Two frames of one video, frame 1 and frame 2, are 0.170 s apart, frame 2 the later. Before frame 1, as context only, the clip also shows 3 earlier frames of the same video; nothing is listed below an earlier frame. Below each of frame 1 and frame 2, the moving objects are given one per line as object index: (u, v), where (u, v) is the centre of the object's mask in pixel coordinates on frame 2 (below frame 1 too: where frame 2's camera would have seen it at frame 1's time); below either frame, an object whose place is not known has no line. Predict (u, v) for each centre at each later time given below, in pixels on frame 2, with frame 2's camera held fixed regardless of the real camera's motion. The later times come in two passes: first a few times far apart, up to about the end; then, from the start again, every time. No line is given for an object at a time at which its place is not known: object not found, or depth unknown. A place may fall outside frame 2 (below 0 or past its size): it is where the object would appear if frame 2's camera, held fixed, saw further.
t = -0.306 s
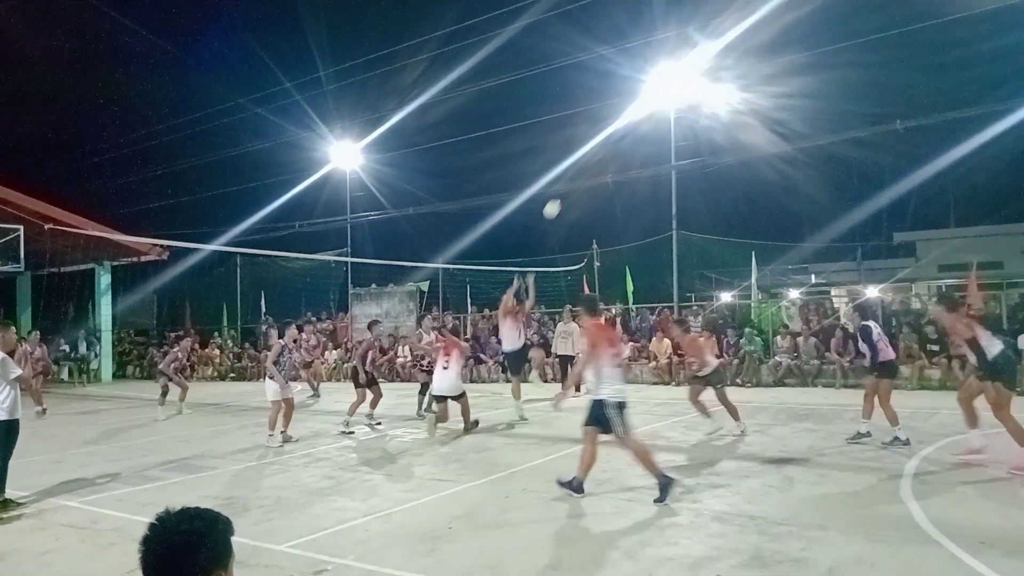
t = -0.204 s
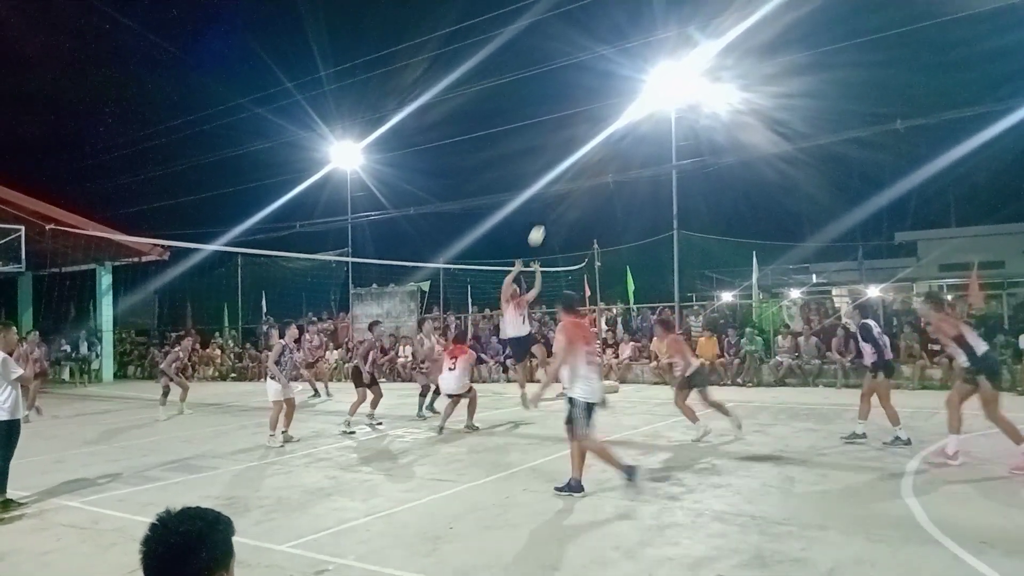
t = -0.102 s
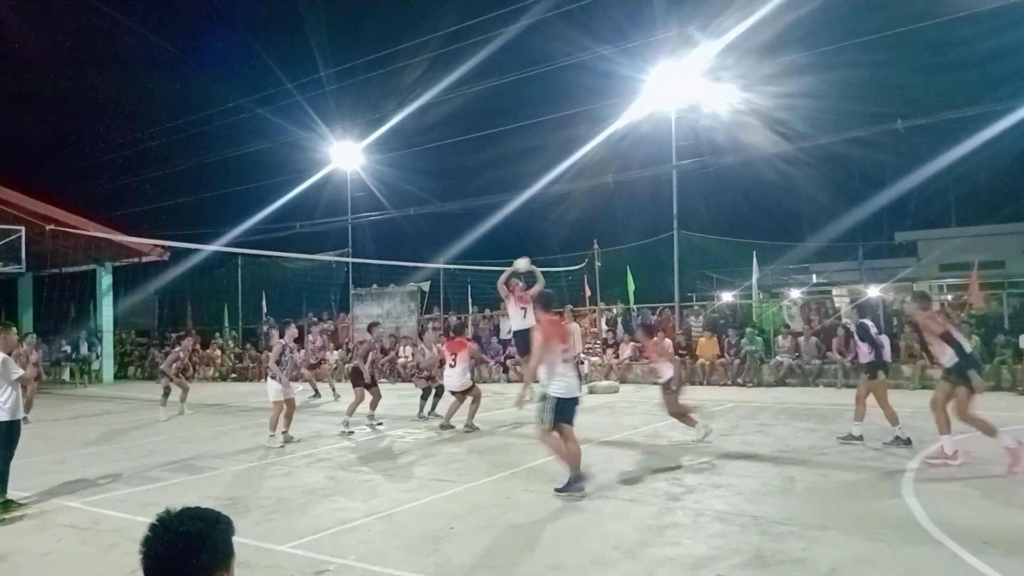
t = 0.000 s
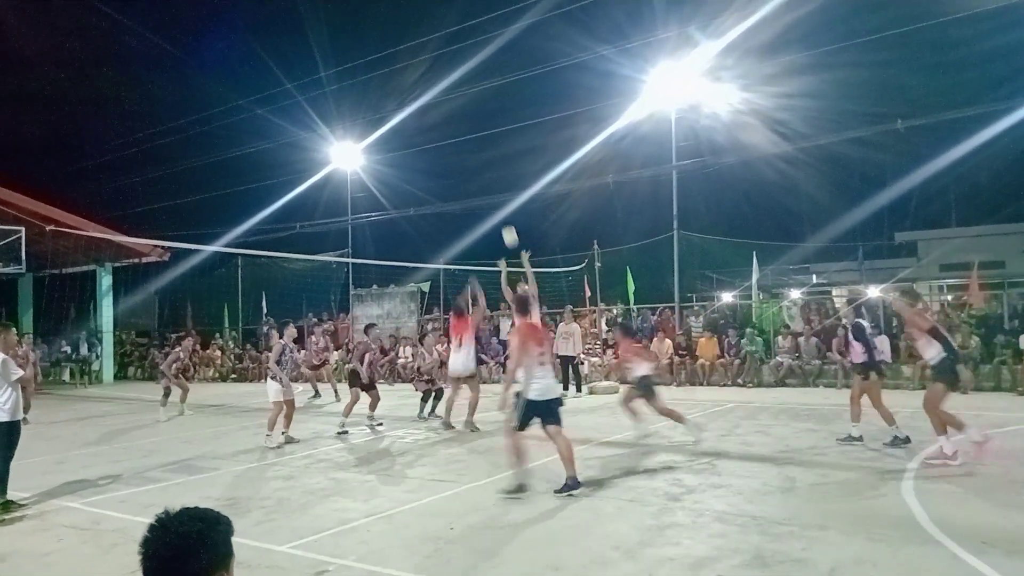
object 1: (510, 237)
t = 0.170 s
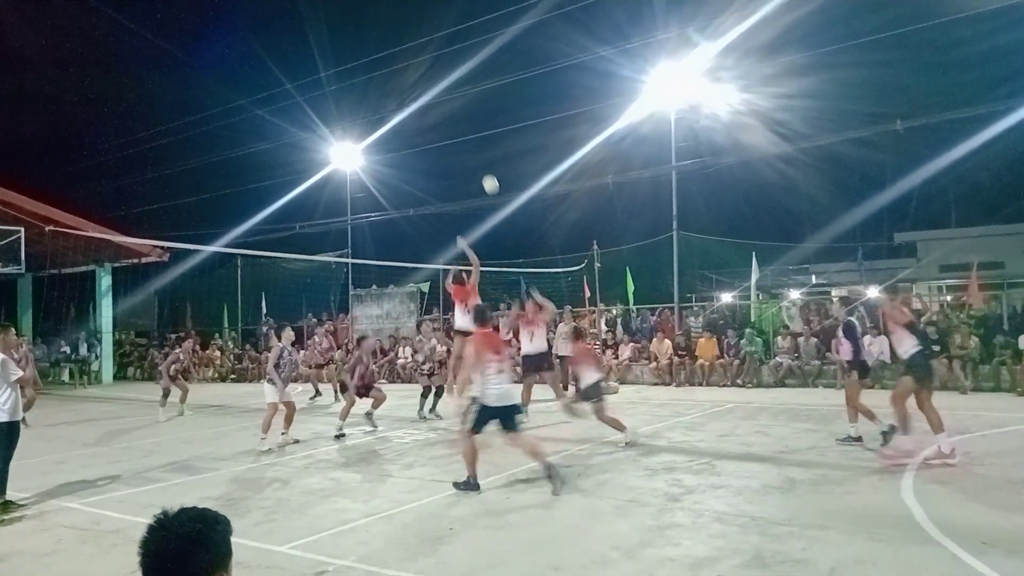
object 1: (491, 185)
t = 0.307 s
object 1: (476, 156)
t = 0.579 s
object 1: (447, 134)
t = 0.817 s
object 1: (422, 159)
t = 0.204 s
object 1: (487, 176)
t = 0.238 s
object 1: (483, 169)
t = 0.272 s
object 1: (480, 162)
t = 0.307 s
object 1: (476, 156)
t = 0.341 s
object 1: (472, 150)
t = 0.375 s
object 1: (469, 146)
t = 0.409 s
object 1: (465, 142)
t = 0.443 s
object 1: (461, 139)
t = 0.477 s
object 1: (458, 137)
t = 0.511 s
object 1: (454, 135)
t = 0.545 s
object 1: (451, 134)
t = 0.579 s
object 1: (447, 134)
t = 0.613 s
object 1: (443, 135)
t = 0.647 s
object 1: (439, 137)
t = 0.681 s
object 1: (436, 140)
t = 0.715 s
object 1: (432, 144)
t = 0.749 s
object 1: (429, 148)
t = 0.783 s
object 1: (425, 153)
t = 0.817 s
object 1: (422, 159)
